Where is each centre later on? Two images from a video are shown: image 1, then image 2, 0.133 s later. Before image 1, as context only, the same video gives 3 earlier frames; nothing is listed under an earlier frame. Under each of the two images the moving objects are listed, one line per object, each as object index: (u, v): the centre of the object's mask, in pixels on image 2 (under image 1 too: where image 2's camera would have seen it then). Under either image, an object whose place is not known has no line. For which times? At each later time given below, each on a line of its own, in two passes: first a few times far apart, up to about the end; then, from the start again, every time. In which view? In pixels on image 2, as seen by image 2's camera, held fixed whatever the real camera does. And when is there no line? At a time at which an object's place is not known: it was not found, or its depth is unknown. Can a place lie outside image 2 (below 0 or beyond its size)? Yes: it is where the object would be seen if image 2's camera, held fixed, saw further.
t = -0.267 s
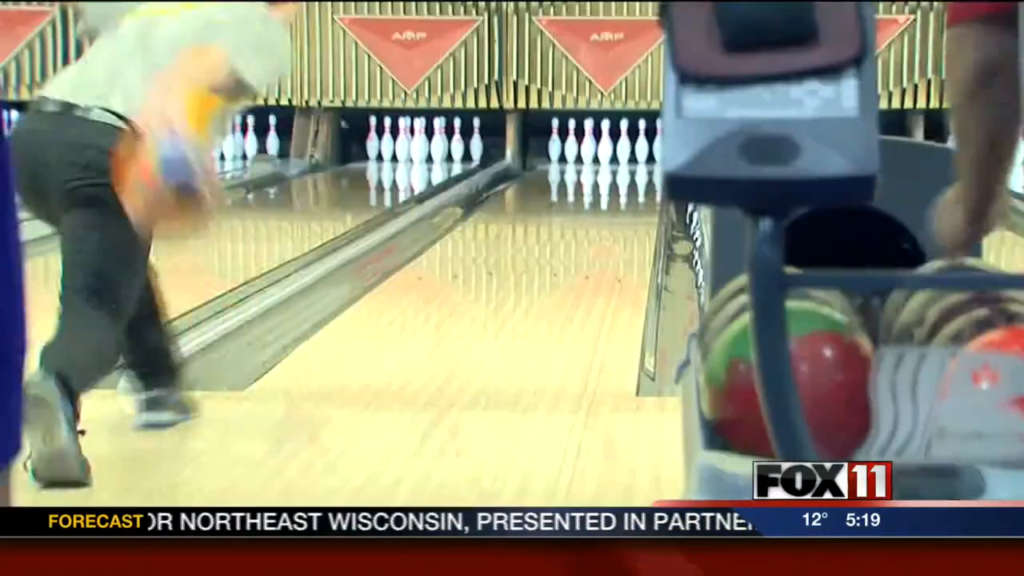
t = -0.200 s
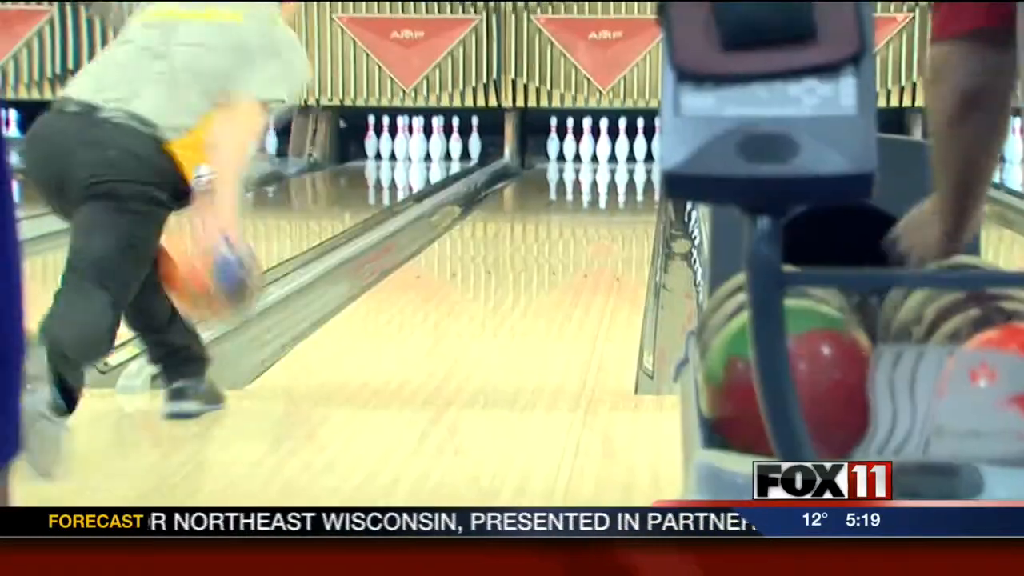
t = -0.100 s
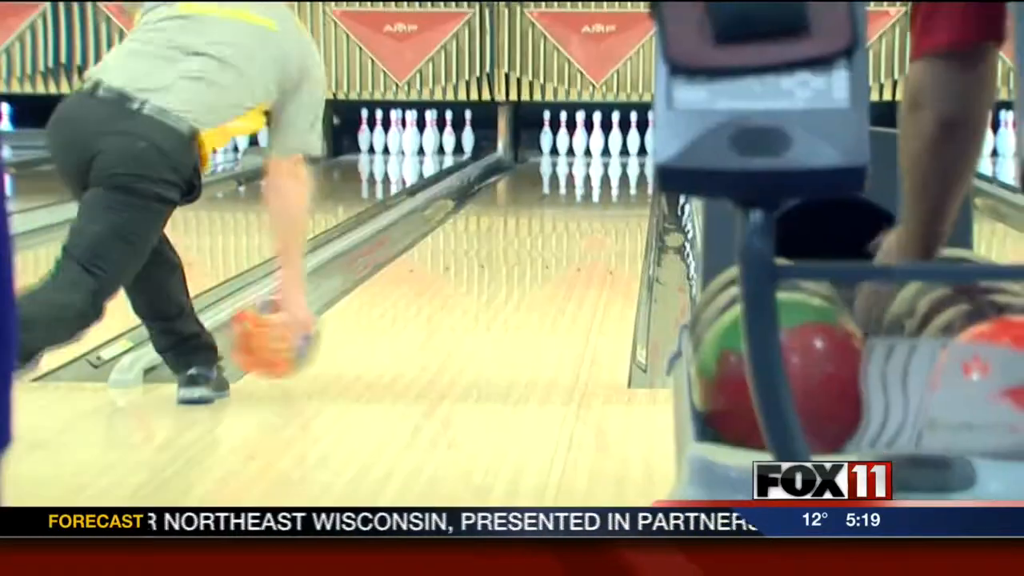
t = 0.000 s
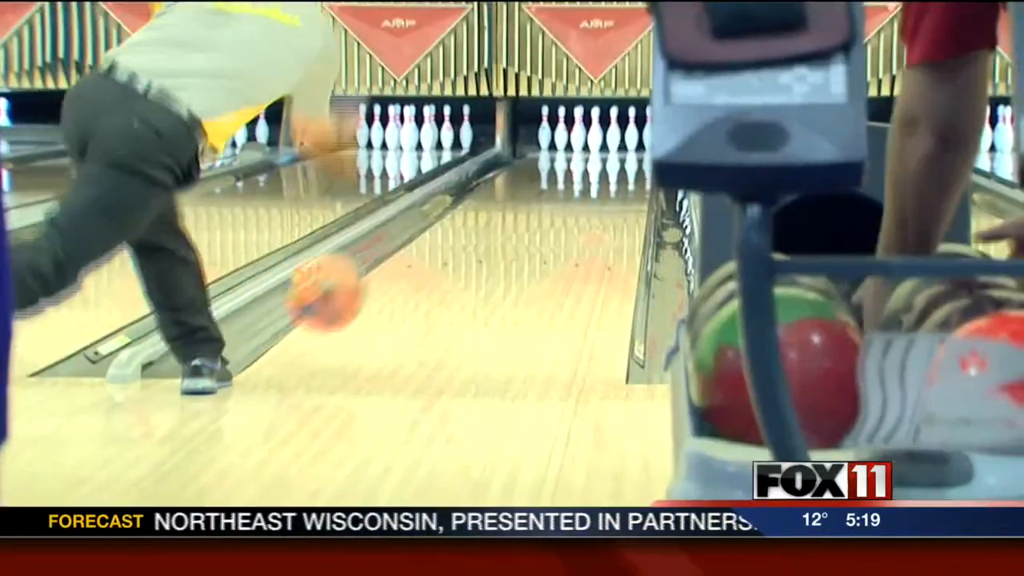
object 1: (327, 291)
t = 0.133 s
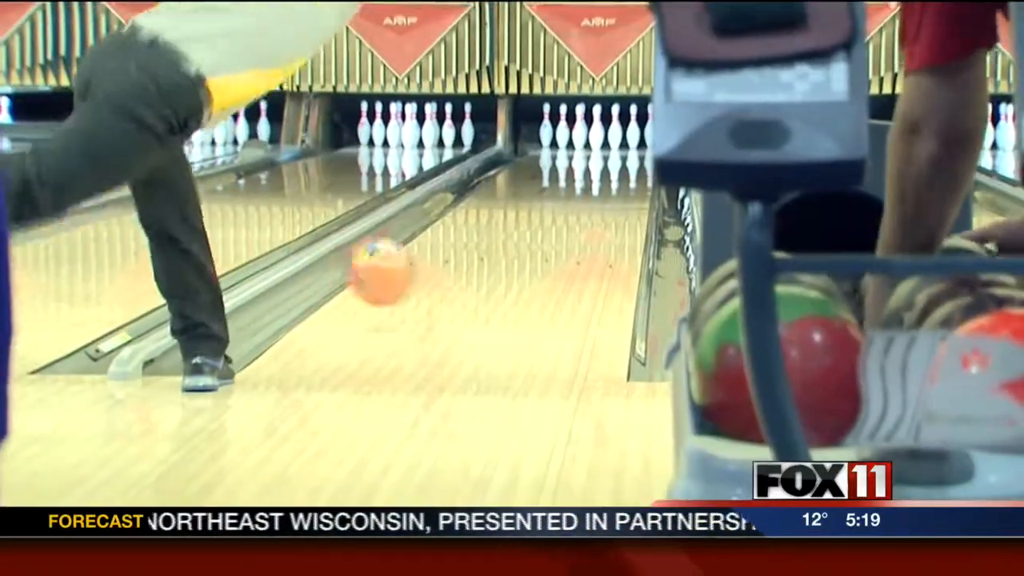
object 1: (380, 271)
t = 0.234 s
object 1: (415, 279)
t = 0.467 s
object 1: (472, 247)
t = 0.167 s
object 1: (392, 277)
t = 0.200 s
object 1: (404, 282)
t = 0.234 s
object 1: (415, 279)
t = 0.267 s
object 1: (424, 272)
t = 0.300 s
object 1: (432, 267)
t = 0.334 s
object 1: (440, 263)
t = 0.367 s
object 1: (450, 258)
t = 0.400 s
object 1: (459, 254)
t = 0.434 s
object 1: (466, 251)
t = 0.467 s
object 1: (472, 247)
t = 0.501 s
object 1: (479, 244)
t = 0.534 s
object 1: (486, 240)
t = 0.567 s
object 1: (493, 237)
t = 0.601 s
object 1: (499, 235)
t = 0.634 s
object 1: (505, 232)
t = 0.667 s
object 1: (512, 230)
